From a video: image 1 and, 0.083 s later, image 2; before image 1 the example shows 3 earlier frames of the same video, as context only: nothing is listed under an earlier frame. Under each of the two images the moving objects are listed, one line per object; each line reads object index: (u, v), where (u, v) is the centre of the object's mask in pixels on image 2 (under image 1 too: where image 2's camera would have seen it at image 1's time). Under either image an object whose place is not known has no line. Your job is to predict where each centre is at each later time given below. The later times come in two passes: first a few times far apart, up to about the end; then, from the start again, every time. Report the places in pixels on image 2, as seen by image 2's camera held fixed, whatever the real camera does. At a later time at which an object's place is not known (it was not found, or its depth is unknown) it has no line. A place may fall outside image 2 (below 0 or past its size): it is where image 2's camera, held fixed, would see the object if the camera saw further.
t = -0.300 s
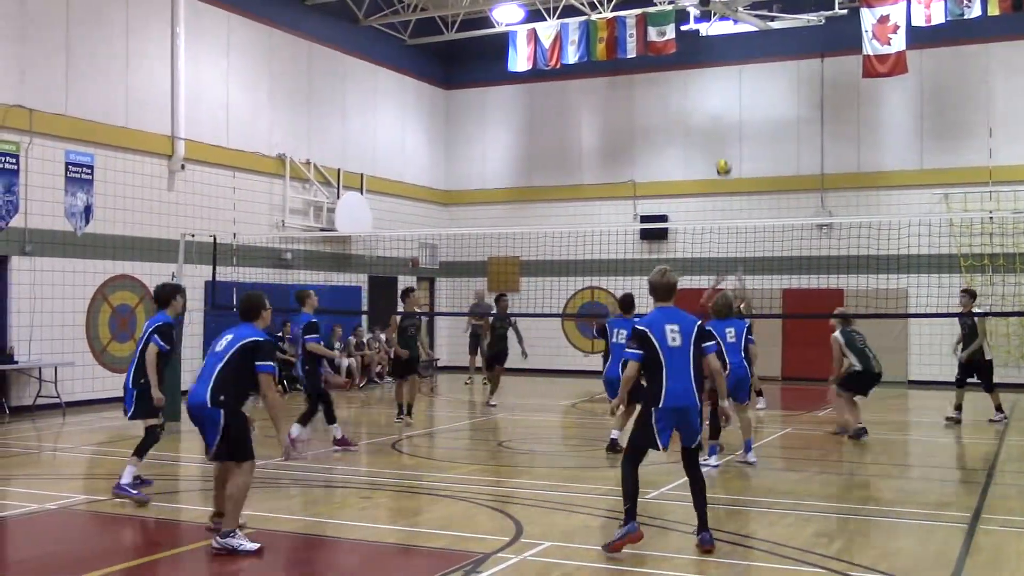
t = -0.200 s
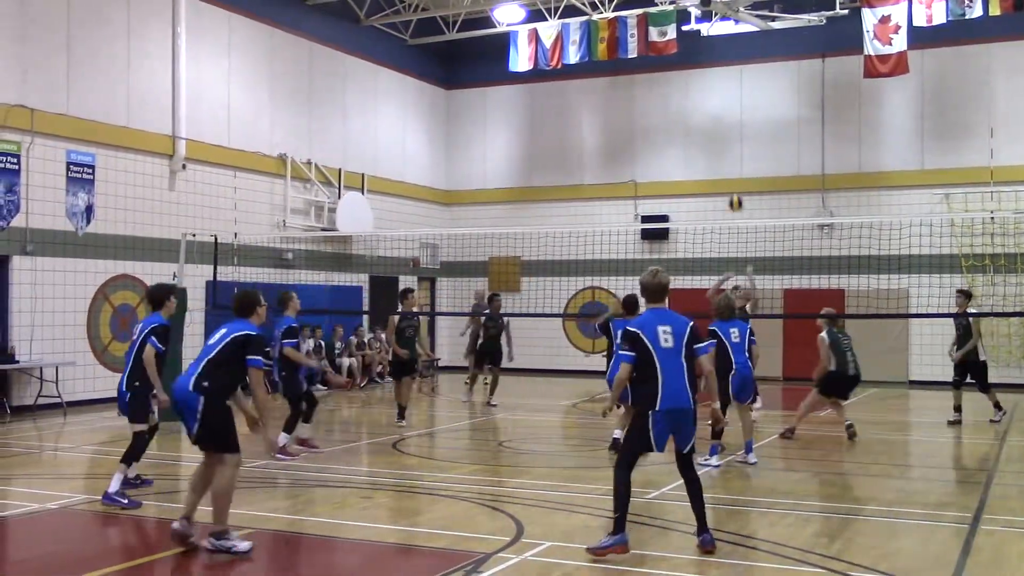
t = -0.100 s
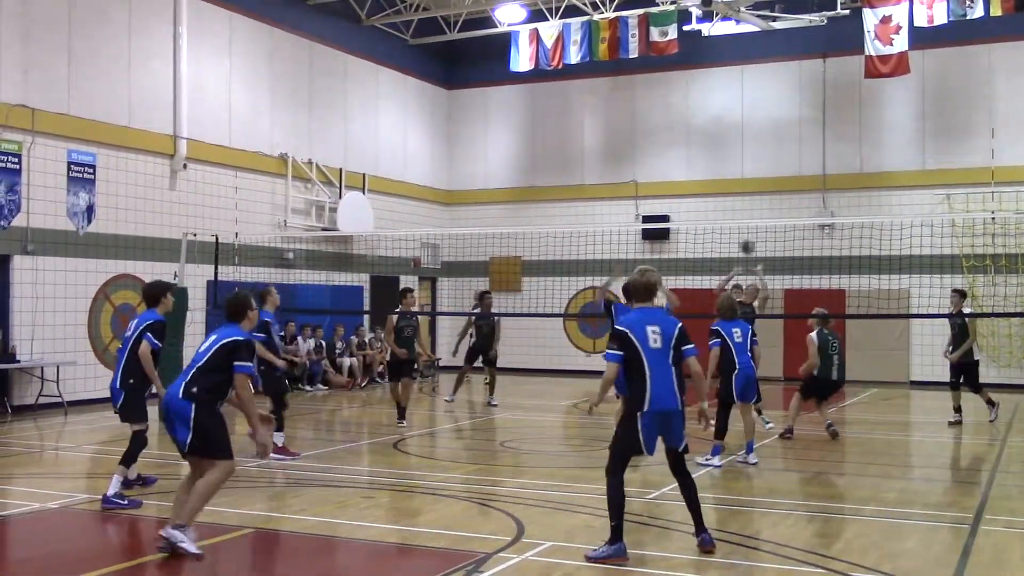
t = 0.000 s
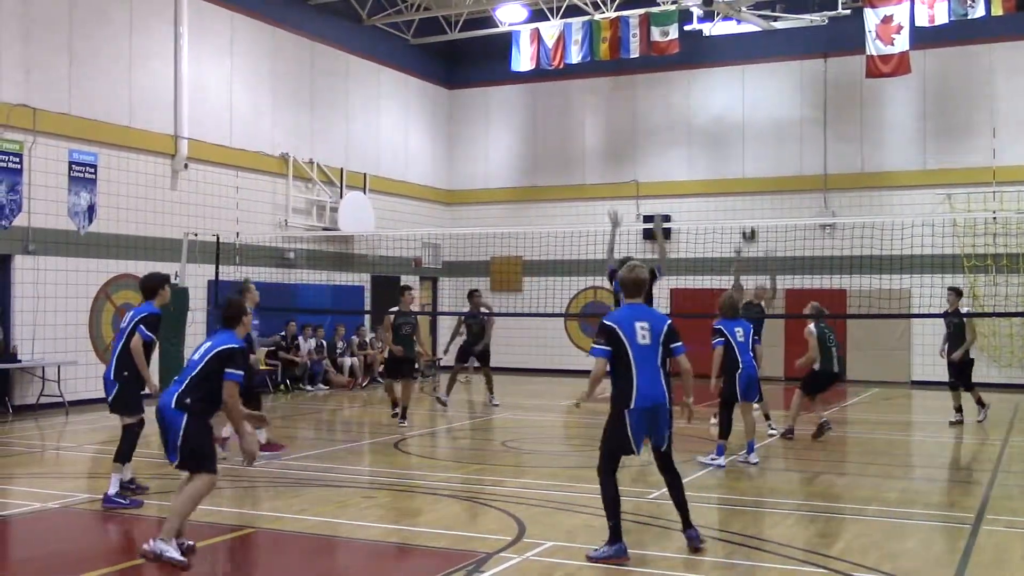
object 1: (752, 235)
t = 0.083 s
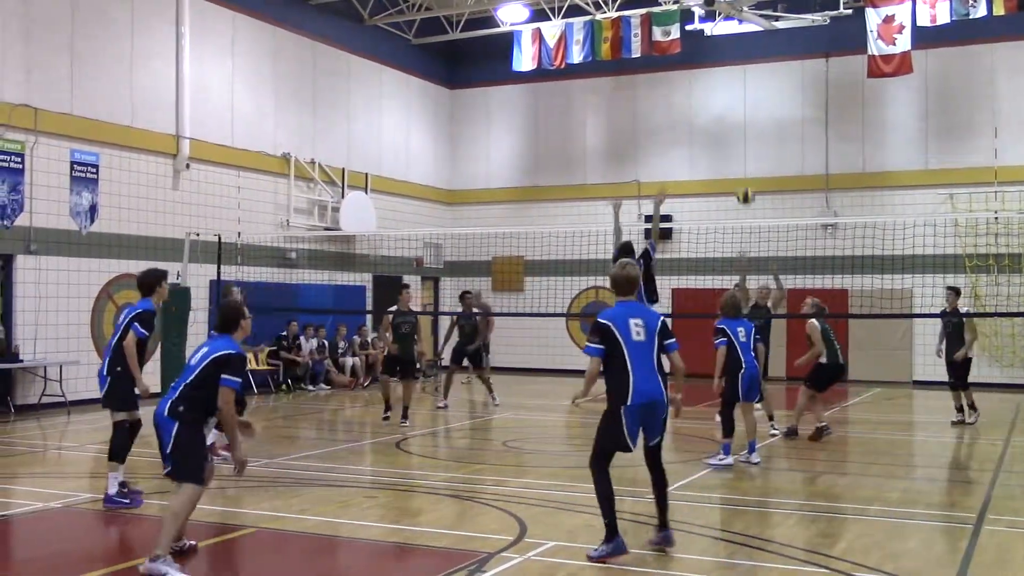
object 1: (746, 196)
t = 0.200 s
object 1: (737, 149)
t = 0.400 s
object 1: (724, 86)
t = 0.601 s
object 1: (706, 61)
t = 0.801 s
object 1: (682, 85)
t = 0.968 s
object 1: (655, 162)
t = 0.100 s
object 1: (745, 188)
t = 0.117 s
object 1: (742, 181)
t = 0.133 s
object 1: (742, 175)
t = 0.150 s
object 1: (741, 168)
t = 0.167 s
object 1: (740, 162)
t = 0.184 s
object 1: (739, 155)
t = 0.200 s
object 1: (737, 149)
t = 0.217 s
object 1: (737, 142)
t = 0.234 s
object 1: (735, 136)
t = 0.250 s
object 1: (734, 130)
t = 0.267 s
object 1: (733, 124)
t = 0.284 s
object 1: (732, 119)
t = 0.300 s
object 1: (731, 114)
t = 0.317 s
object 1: (729, 108)
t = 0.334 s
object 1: (728, 103)
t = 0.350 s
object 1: (727, 98)
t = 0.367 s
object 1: (726, 94)
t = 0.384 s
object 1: (725, 90)
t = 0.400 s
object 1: (724, 86)
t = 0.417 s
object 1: (722, 83)
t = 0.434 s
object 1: (721, 79)
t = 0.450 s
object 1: (720, 76)
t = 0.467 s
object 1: (719, 73)
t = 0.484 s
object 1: (717, 70)
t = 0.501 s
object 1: (715, 68)
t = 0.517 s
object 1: (714, 66)
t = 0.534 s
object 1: (713, 64)
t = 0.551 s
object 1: (711, 63)
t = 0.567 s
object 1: (709, 62)
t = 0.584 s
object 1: (708, 61)
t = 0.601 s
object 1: (706, 61)
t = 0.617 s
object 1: (704, 61)
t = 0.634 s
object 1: (703, 61)
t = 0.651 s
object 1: (701, 61)
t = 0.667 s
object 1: (699, 62)
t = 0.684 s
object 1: (697, 63)
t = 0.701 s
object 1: (695, 65)
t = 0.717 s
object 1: (693, 67)
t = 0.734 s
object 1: (691, 70)
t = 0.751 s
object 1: (689, 73)
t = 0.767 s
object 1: (687, 76)
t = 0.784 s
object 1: (684, 80)
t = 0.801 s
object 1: (682, 85)
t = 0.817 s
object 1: (680, 90)
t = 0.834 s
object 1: (678, 96)
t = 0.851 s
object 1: (676, 102)
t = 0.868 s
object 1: (673, 108)
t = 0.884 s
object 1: (671, 116)
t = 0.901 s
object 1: (667, 124)
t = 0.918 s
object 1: (665, 132)
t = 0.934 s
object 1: (662, 141)
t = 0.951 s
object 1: (658, 151)
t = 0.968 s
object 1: (655, 162)
